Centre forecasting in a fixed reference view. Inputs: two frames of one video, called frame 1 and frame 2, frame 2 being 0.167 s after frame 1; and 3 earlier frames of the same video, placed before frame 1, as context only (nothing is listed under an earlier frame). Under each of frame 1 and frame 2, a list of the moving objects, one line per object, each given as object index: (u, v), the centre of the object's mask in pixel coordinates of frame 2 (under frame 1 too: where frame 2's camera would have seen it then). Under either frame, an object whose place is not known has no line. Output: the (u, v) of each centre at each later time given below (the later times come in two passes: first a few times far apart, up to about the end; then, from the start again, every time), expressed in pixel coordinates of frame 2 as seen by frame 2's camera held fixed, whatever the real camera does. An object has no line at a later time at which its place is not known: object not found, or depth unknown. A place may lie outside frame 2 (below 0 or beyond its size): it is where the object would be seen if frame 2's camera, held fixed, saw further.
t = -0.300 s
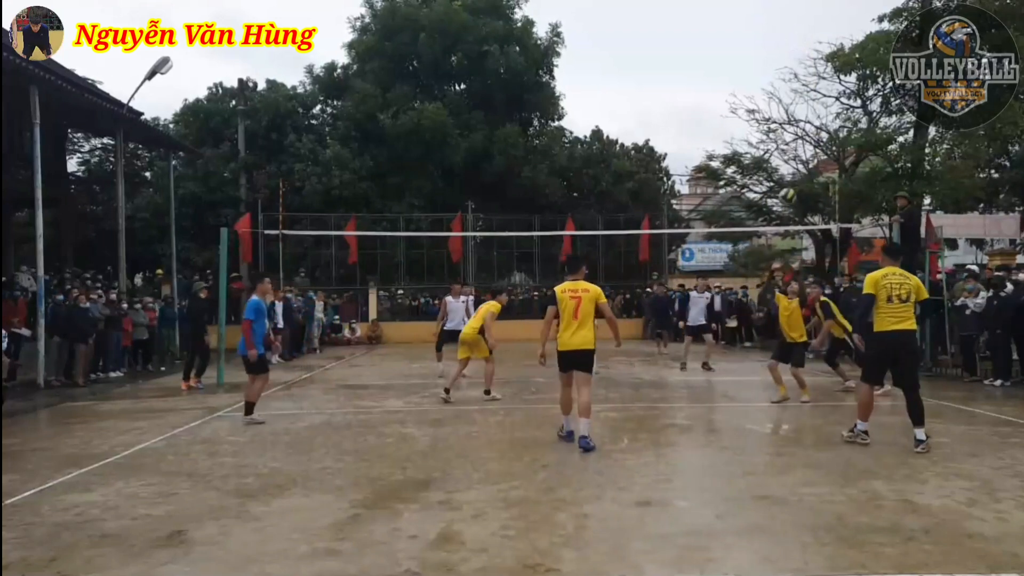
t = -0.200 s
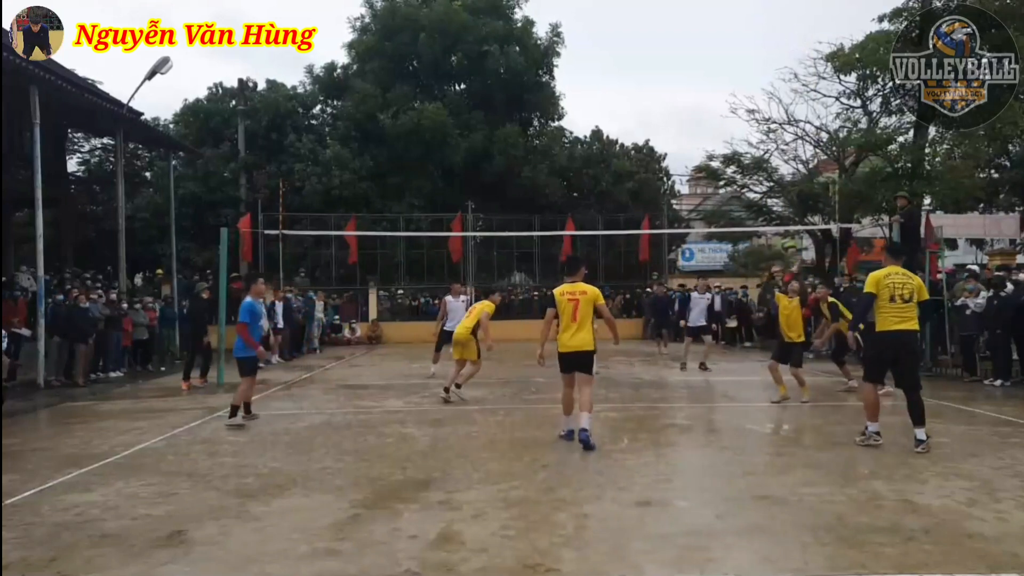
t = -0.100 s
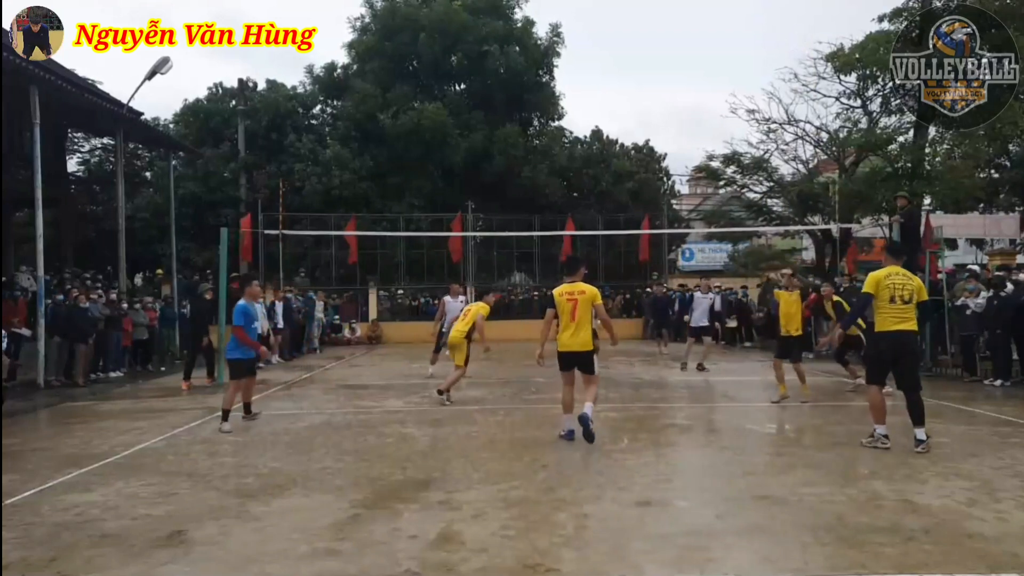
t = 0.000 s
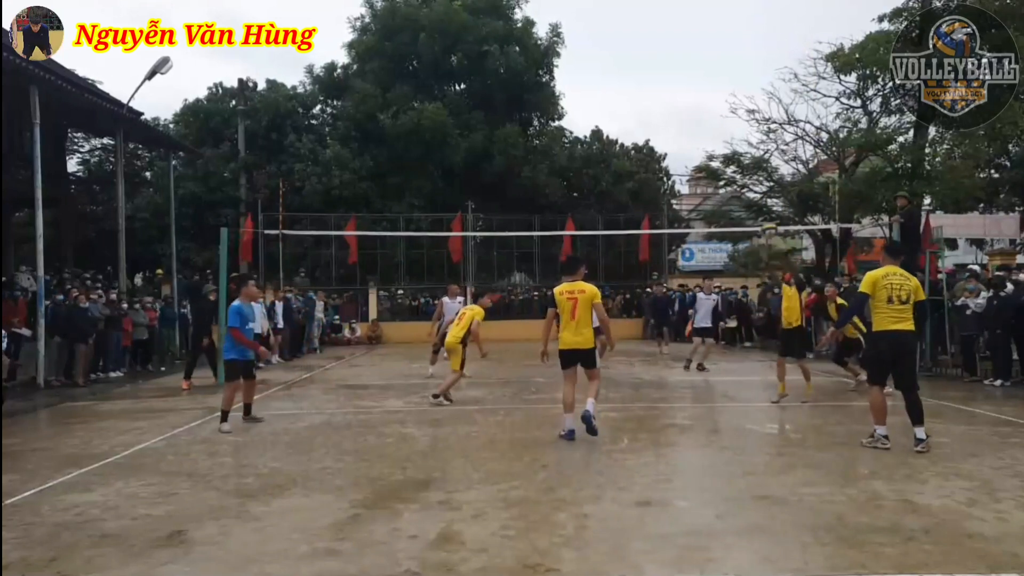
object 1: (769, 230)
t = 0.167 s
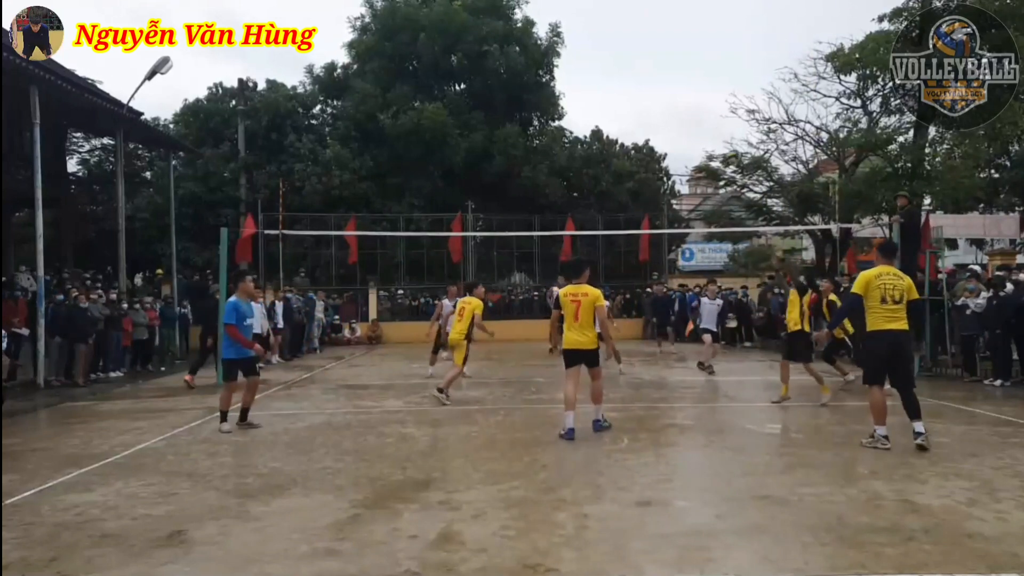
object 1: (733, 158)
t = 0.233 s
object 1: (720, 134)
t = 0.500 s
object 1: (669, 78)
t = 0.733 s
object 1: (628, 73)
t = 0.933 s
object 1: (596, 97)
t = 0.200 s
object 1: (727, 145)
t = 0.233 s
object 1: (720, 134)
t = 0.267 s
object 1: (713, 124)
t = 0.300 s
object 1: (706, 115)
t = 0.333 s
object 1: (700, 107)
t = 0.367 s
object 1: (694, 99)
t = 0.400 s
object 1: (687, 93)
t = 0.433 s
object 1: (681, 87)
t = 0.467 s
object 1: (675, 82)
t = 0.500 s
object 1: (669, 78)
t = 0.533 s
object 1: (663, 75)
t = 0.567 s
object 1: (657, 73)
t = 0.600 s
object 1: (651, 71)
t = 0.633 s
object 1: (645, 70)
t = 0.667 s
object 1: (640, 70)
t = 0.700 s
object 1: (634, 71)
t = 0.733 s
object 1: (628, 73)
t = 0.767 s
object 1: (623, 75)
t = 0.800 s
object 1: (617, 78)
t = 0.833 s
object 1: (612, 81)
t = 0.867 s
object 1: (607, 86)
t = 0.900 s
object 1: (601, 91)
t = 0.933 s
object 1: (596, 97)
